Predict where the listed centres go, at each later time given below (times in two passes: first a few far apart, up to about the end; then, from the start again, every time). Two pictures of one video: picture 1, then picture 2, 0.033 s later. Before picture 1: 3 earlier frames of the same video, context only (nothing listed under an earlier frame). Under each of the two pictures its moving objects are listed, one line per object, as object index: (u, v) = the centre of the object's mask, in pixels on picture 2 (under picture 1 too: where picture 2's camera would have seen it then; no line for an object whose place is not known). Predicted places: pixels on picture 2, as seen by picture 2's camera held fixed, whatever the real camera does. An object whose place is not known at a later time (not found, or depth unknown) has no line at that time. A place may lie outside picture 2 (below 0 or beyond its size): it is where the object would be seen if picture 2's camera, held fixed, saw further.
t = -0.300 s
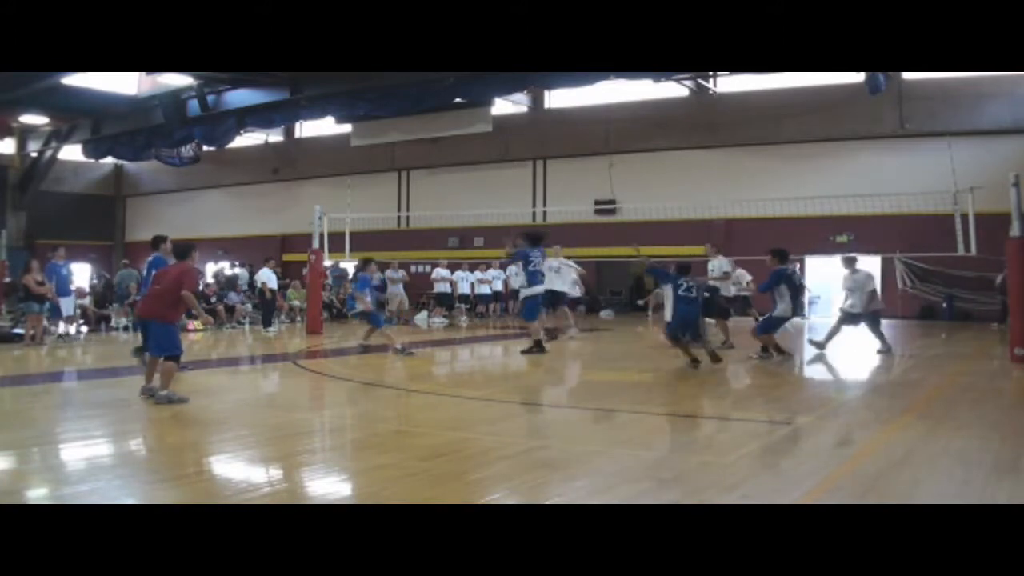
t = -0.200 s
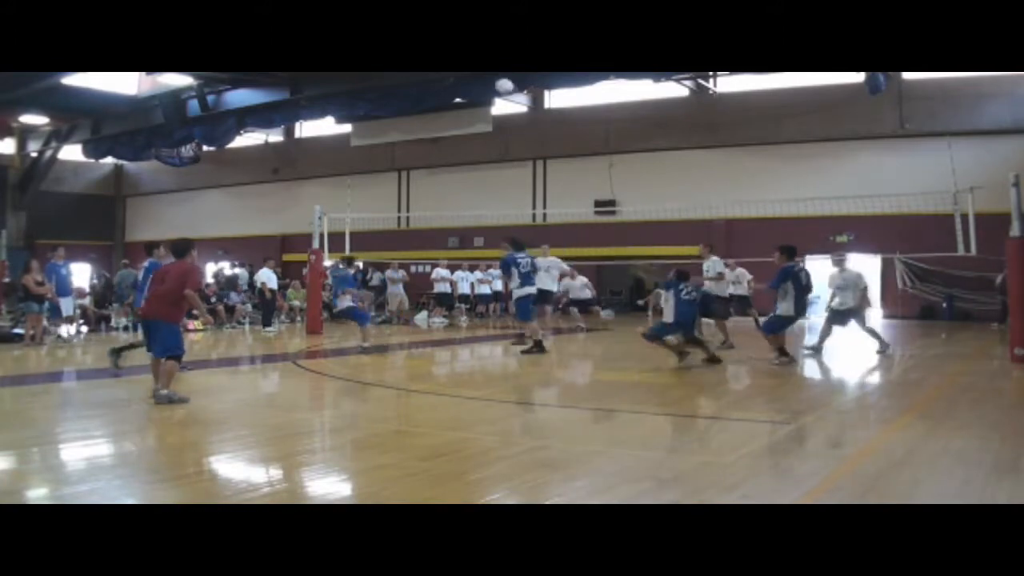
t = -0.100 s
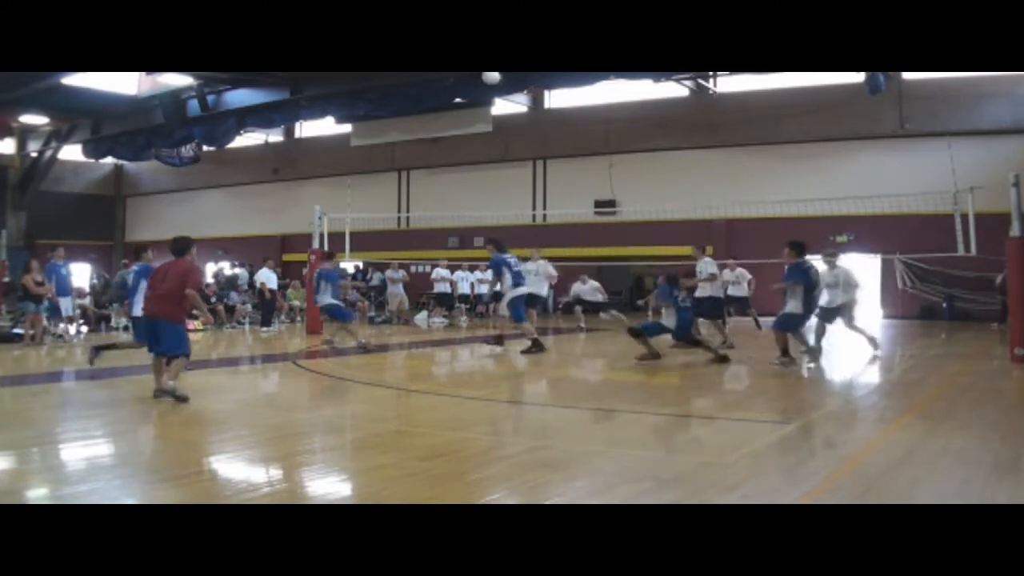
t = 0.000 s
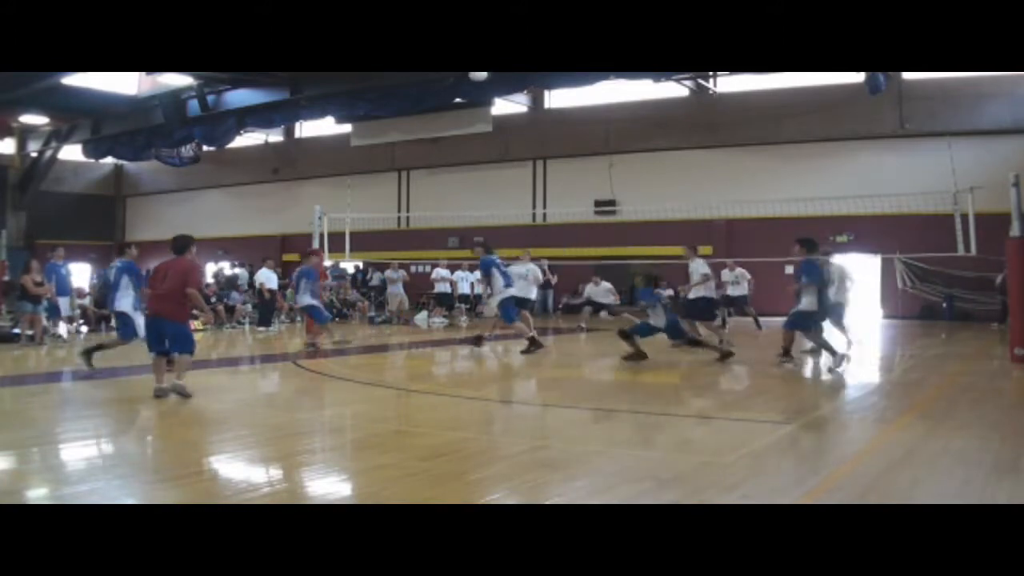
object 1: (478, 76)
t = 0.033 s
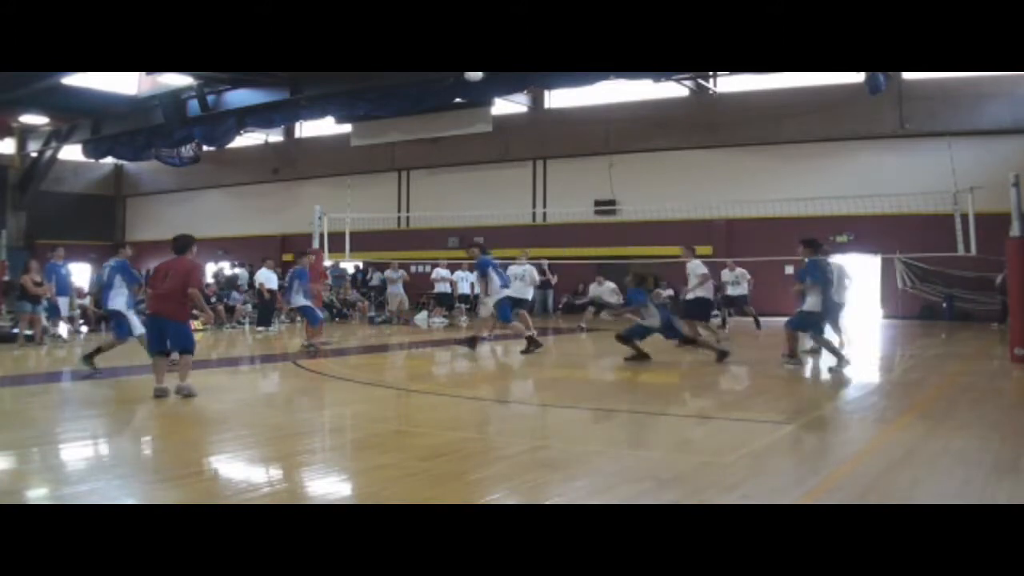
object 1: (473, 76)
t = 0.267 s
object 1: (442, 97)
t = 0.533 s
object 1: (408, 165)
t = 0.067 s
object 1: (469, 77)
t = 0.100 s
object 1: (465, 78)
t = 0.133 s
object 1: (460, 80)
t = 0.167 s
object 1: (456, 83)
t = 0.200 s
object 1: (451, 86)
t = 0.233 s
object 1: (446, 91)
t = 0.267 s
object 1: (442, 97)
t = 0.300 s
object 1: (437, 103)
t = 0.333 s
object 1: (433, 109)
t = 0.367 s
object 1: (428, 116)
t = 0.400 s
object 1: (424, 124)
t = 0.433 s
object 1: (419, 133)
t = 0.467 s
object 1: (414, 143)
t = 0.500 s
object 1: (411, 155)
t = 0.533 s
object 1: (408, 165)
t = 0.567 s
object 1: (403, 177)
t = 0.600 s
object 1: (399, 188)
